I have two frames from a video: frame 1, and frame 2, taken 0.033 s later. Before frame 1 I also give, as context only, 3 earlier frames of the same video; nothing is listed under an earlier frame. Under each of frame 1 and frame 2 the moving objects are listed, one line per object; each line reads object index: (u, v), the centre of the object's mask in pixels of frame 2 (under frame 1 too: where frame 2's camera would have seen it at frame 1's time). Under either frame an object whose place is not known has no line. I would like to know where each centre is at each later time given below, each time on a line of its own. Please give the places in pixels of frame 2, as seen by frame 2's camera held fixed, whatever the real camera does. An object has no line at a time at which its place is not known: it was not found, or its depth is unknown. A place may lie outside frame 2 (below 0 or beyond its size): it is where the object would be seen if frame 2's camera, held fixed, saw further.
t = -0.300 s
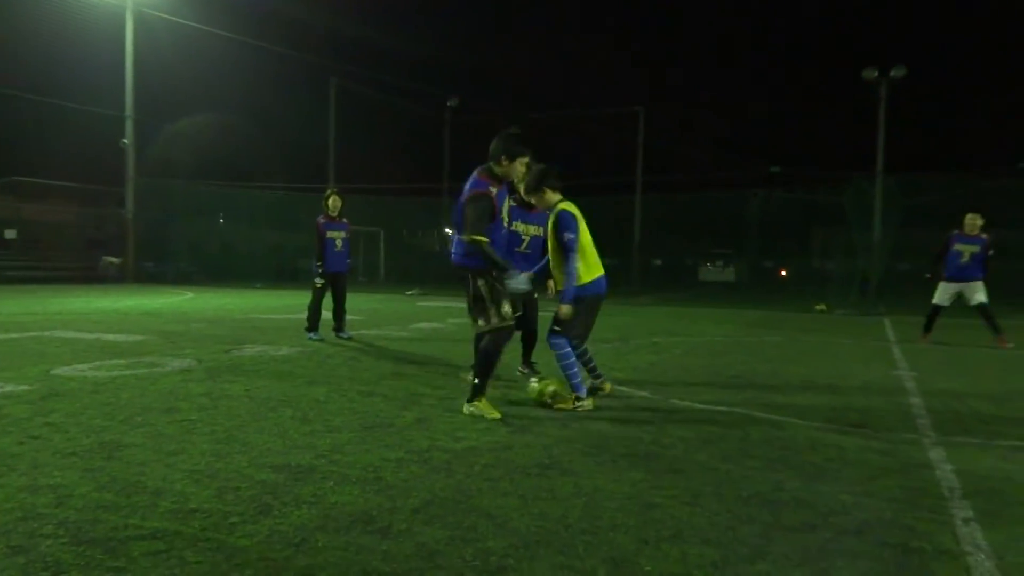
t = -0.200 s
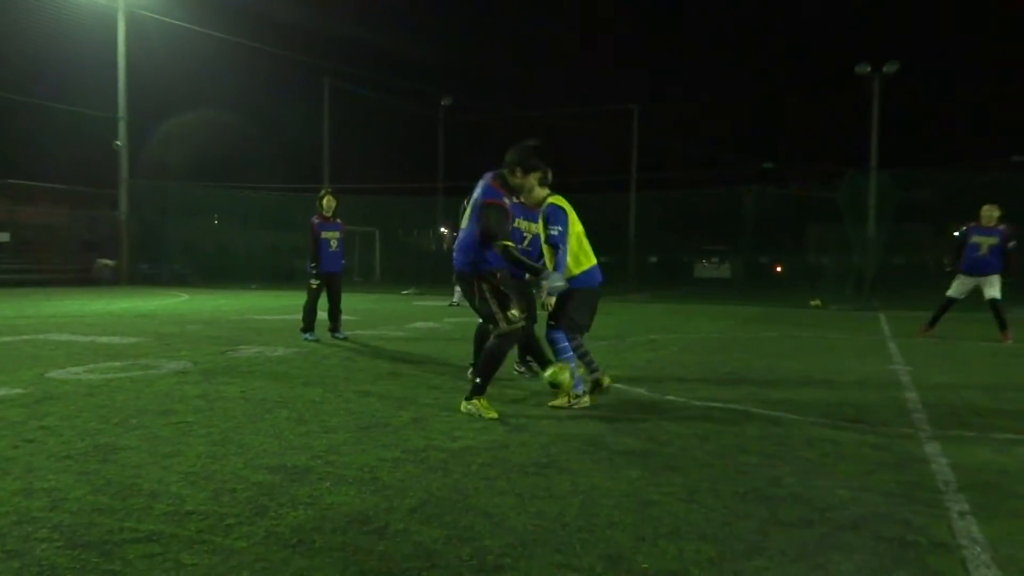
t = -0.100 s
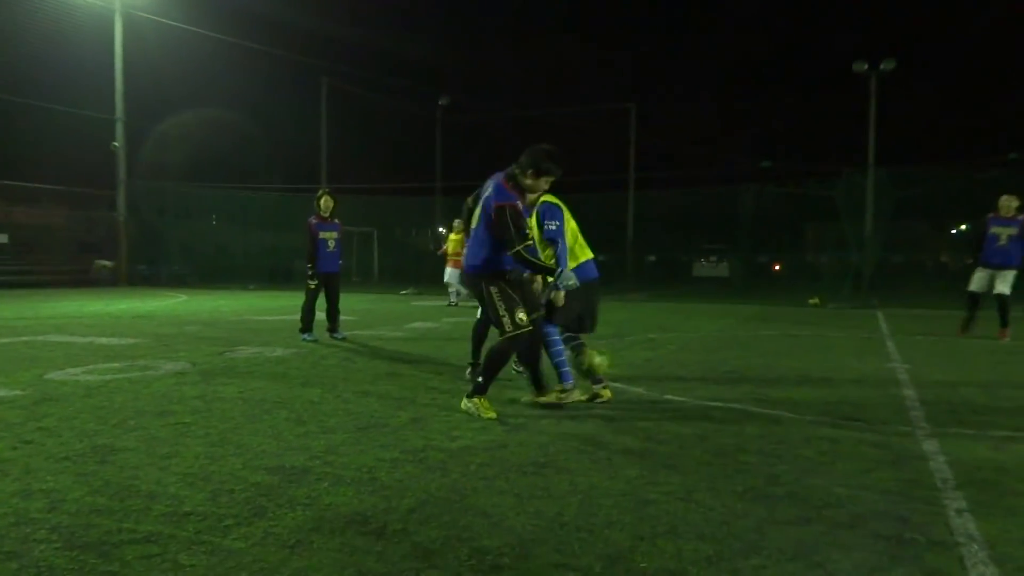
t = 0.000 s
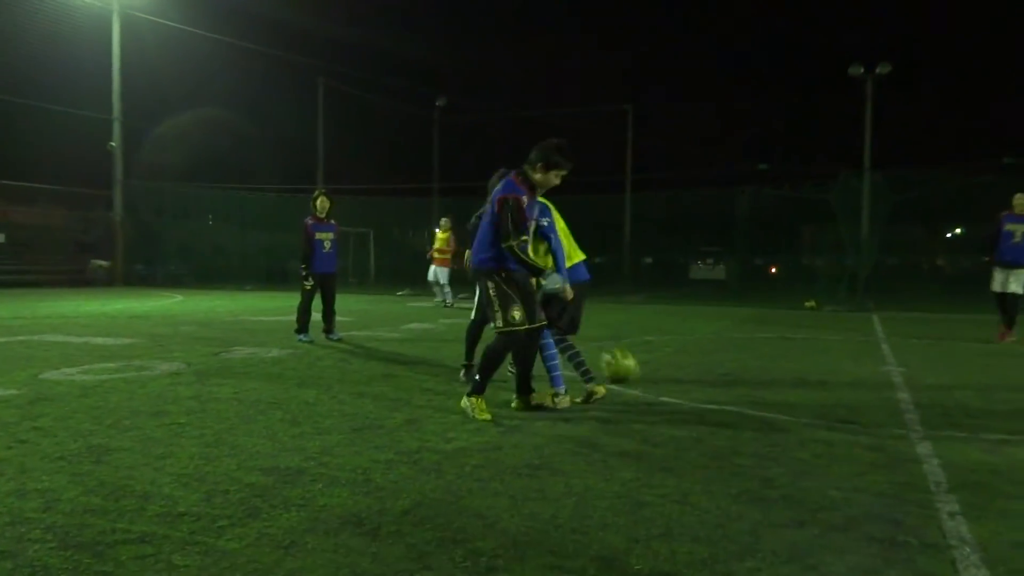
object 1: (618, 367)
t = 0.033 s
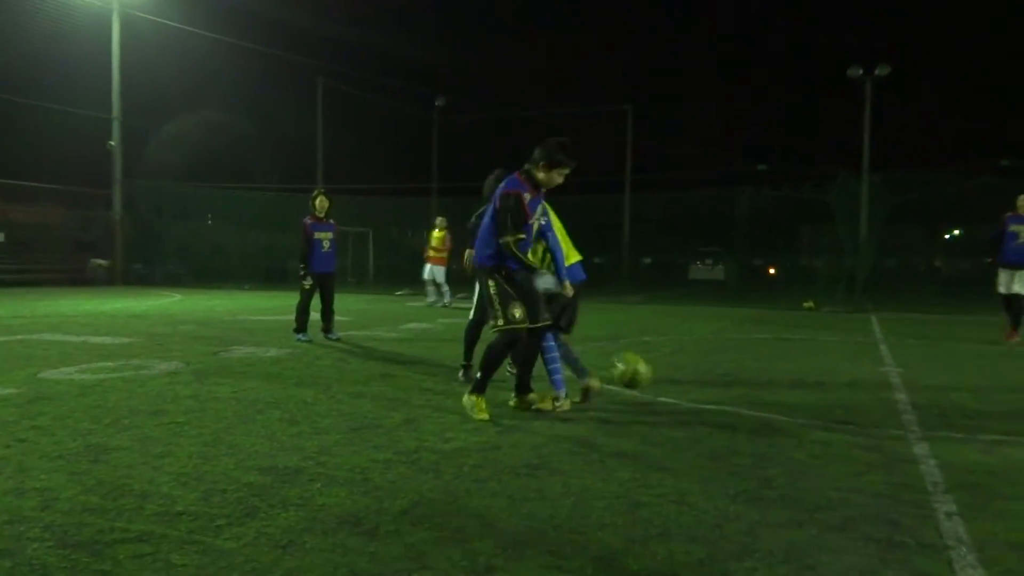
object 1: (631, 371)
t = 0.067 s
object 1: (644, 378)
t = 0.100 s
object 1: (656, 386)
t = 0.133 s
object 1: (671, 397)
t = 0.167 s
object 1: (686, 411)
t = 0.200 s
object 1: (699, 421)
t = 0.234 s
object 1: (715, 417)
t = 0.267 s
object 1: (729, 413)
